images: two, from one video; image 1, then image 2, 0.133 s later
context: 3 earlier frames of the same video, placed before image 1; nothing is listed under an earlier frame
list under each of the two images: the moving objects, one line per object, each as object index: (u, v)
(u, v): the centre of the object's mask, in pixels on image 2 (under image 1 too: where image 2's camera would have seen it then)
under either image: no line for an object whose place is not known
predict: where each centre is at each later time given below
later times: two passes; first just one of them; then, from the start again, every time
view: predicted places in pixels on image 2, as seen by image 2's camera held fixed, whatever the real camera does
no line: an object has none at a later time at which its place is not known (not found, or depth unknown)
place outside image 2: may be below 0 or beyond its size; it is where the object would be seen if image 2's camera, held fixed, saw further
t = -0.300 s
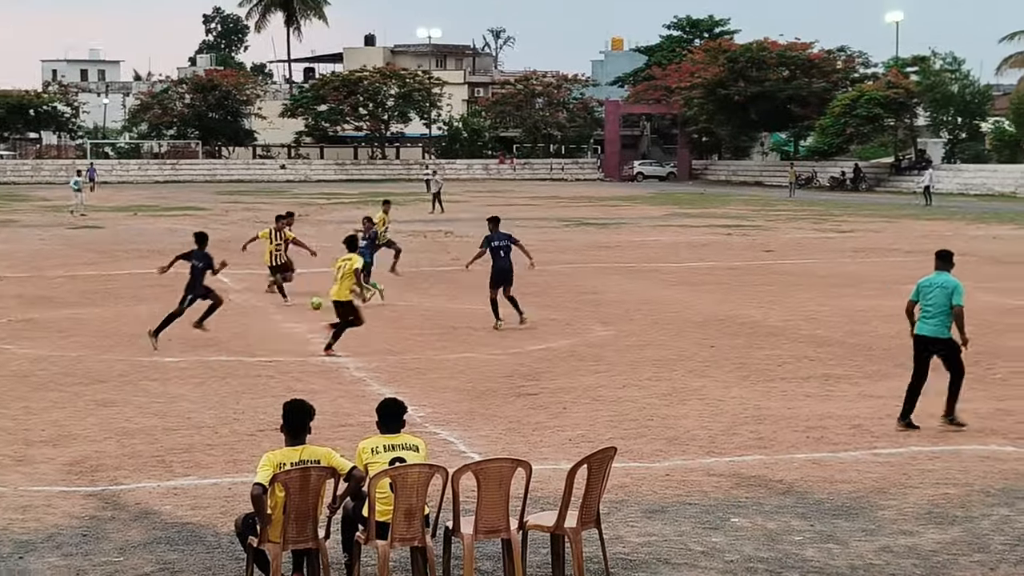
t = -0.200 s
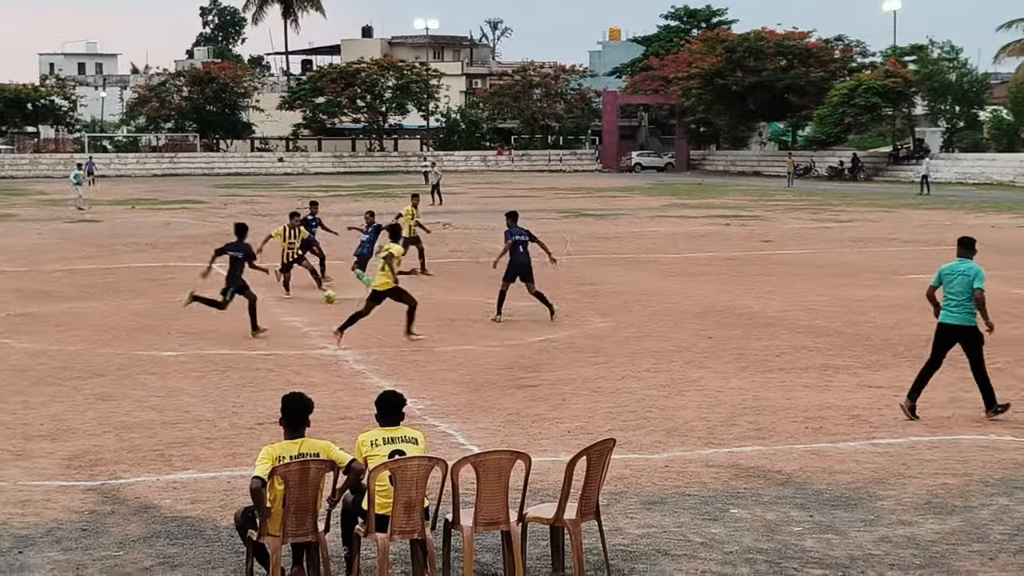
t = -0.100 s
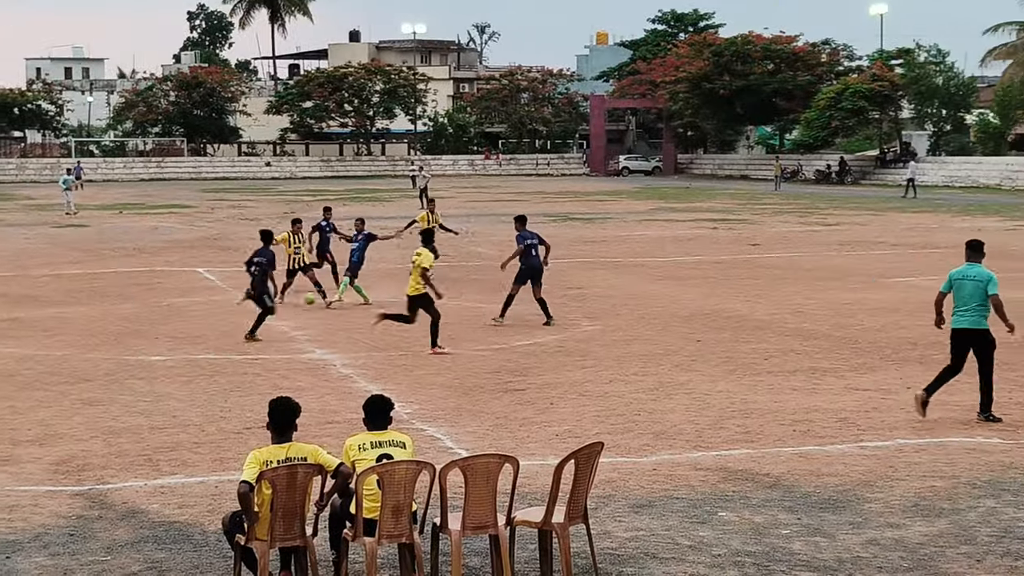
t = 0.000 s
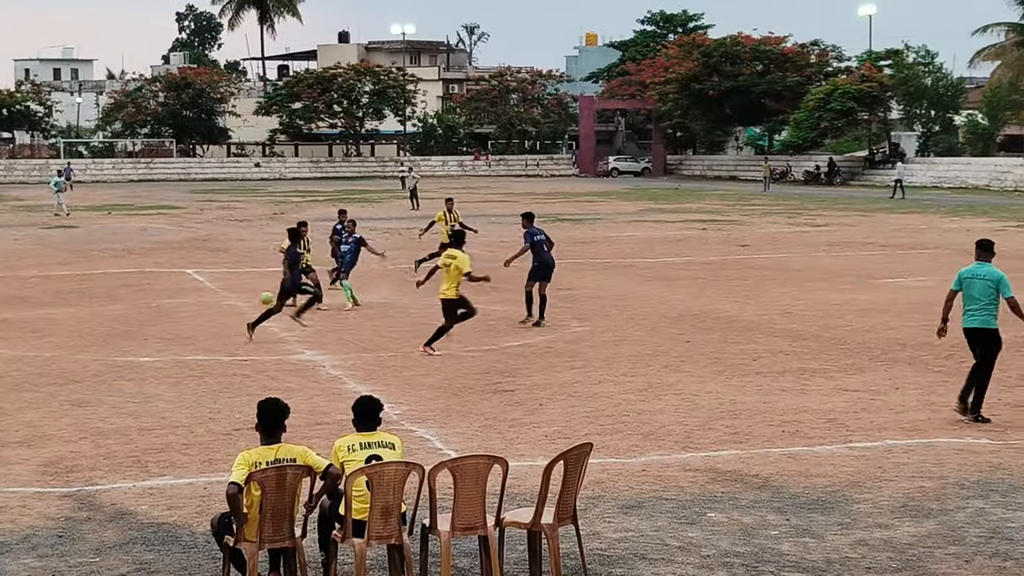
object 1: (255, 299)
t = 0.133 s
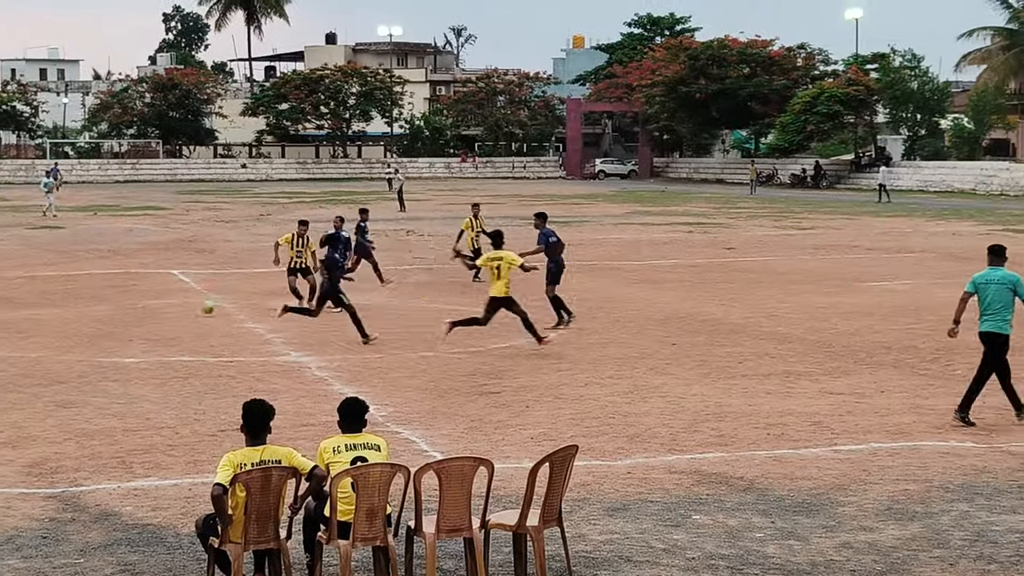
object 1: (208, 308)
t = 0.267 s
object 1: (171, 305)
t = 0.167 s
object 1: (196, 312)
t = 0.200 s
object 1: (187, 310)
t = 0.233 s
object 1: (178, 307)
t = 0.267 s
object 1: (171, 305)
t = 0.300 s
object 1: (163, 304)
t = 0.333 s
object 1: (156, 304)
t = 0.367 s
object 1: (148, 305)
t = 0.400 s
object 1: (140, 306)
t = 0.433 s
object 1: (133, 306)
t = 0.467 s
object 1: (126, 309)
